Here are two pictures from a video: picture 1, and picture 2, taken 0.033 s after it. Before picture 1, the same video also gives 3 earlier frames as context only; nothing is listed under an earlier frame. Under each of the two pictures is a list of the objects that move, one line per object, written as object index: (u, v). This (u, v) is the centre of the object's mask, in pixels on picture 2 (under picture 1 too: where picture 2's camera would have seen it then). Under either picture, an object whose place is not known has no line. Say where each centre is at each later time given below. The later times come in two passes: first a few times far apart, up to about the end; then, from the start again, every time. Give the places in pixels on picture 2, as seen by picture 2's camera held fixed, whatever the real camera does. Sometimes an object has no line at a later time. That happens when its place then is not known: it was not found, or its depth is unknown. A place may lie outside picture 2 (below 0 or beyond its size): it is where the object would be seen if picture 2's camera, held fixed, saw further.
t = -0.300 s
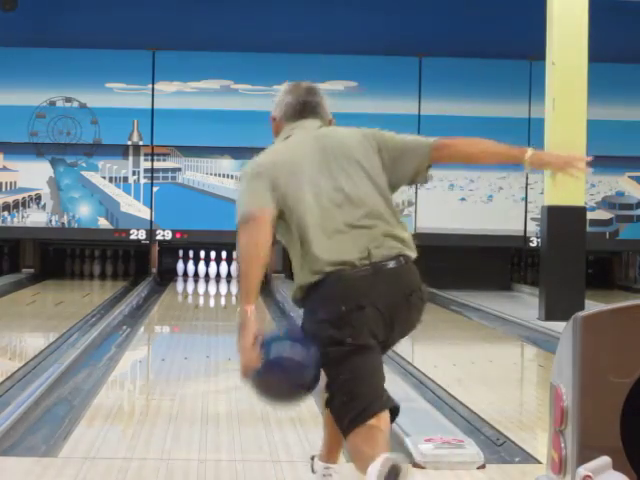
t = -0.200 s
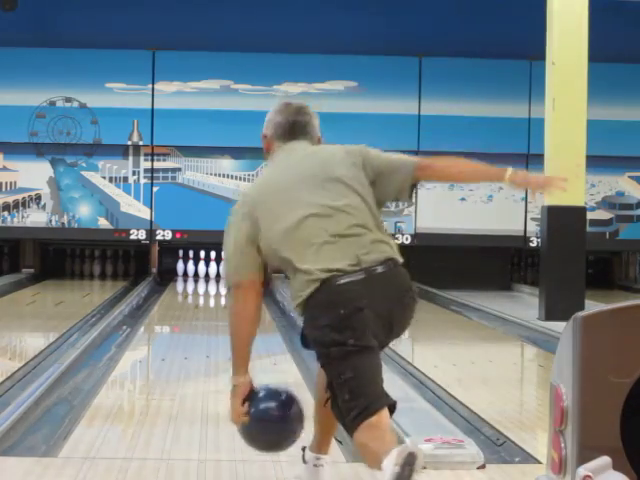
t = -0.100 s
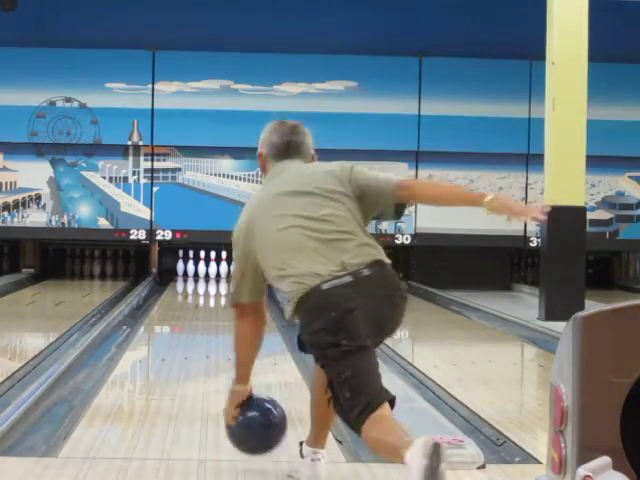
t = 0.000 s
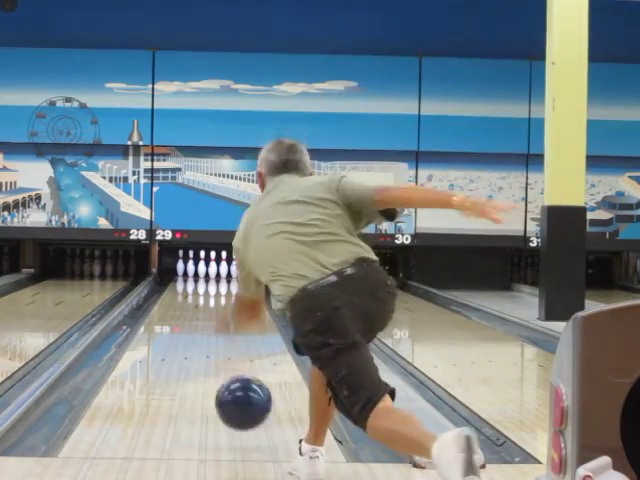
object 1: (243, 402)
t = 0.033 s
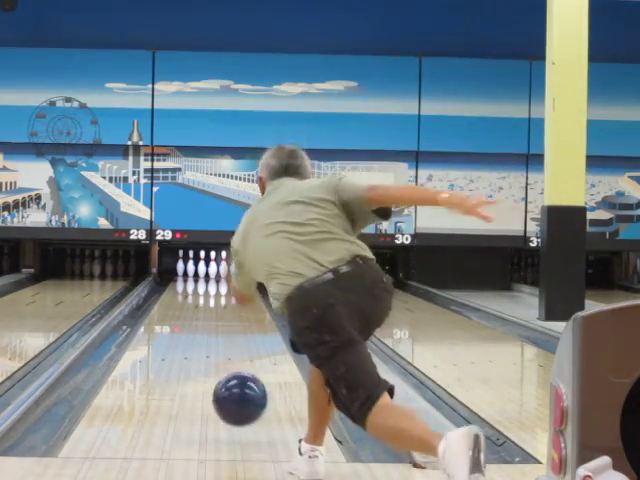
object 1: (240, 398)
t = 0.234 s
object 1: (222, 388)
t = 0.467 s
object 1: (210, 364)
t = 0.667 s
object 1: (202, 348)
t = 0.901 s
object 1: (196, 333)
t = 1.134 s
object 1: (192, 322)
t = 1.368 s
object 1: (189, 312)
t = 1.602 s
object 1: (187, 305)
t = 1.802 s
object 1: (185, 299)
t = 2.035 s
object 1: (184, 293)
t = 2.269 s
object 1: (184, 287)
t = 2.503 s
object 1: (184, 283)
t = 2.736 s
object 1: (186, 280)
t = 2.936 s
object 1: (189, 277)
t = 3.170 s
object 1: (195, 274)
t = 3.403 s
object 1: (202, 272)
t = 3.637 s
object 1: (203, 270)
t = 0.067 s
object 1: (236, 398)
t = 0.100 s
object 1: (233, 400)
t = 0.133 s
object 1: (230, 400)
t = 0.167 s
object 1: (227, 394)
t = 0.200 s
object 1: (225, 391)
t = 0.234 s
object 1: (222, 388)
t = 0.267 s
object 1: (220, 384)
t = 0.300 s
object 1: (218, 380)
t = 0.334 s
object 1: (216, 377)
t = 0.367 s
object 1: (214, 373)
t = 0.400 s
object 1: (213, 369)
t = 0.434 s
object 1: (211, 367)
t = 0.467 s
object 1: (210, 364)
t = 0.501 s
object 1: (208, 361)
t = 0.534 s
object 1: (207, 358)
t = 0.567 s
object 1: (206, 356)
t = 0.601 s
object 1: (204, 353)
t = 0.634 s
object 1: (203, 351)
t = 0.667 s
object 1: (202, 348)
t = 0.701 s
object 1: (203, 350)
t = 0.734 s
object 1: (195, 346)
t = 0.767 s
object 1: (199, 342)
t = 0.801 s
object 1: (199, 339)
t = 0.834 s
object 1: (198, 337)
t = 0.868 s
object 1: (197, 335)
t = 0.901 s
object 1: (196, 333)
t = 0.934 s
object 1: (196, 332)
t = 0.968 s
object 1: (195, 330)
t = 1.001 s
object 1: (194, 328)
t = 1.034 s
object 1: (194, 327)
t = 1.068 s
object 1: (193, 325)
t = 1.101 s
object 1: (192, 323)
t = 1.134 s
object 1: (192, 322)
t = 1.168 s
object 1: (192, 320)
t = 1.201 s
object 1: (191, 319)
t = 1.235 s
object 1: (191, 317)
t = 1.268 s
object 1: (190, 316)
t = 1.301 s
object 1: (190, 315)
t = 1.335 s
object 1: (189, 313)
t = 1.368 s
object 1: (189, 312)
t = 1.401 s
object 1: (189, 311)
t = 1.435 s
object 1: (188, 310)
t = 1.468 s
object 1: (188, 309)
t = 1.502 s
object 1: (188, 308)
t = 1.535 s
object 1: (187, 307)
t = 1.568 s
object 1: (187, 305)
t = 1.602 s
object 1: (187, 305)
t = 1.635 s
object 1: (187, 303)
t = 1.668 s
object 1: (186, 302)
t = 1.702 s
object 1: (186, 301)
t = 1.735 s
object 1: (186, 301)
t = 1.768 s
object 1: (185, 300)
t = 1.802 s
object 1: (185, 299)
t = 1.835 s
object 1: (185, 298)
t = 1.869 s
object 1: (185, 297)
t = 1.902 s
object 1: (185, 296)
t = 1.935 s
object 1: (185, 295)
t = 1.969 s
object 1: (184, 294)
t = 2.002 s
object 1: (184, 294)
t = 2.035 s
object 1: (184, 293)
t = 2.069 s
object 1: (184, 292)
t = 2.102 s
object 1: (184, 291)
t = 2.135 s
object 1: (184, 290)
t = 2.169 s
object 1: (184, 289)
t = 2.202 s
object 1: (184, 289)
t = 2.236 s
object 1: (184, 288)
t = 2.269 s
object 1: (184, 287)
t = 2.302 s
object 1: (184, 287)
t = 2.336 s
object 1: (184, 286)
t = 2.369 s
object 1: (184, 285)
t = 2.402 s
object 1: (184, 285)
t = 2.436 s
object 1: (184, 284)
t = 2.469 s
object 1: (185, 284)
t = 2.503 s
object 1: (184, 283)
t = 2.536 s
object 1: (184, 283)
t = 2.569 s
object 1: (185, 282)
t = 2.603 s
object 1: (185, 281)
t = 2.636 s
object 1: (185, 281)
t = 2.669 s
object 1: (186, 281)
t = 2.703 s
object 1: (186, 280)
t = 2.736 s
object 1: (186, 280)
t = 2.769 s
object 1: (187, 279)
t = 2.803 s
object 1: (187, 279)
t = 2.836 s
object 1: (188, 278)
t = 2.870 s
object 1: (188, 278)
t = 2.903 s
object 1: (189, 277)
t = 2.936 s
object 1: (189, 277)
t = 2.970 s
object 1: (190, 276)
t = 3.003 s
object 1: (190, 276)
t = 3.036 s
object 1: (191, 276)
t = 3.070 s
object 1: (192, 276)
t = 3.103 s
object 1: (193, 275)
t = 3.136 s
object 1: (193, 275)
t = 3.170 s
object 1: (195, 274)
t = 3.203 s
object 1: (196, 274)
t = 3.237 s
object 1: (197, 273)
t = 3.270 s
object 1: (198, 273)
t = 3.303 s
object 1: (198, 273)
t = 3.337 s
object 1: (200, 272)
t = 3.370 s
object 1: (201, 272)
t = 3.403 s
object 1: (202, 272)
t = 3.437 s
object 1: (202, 272)
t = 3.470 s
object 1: (203, 272)
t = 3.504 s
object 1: (204, 272)
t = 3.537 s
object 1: (204, 272)
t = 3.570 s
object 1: (203, 271)
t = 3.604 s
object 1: (203, 271)
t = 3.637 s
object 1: (203, 270)
